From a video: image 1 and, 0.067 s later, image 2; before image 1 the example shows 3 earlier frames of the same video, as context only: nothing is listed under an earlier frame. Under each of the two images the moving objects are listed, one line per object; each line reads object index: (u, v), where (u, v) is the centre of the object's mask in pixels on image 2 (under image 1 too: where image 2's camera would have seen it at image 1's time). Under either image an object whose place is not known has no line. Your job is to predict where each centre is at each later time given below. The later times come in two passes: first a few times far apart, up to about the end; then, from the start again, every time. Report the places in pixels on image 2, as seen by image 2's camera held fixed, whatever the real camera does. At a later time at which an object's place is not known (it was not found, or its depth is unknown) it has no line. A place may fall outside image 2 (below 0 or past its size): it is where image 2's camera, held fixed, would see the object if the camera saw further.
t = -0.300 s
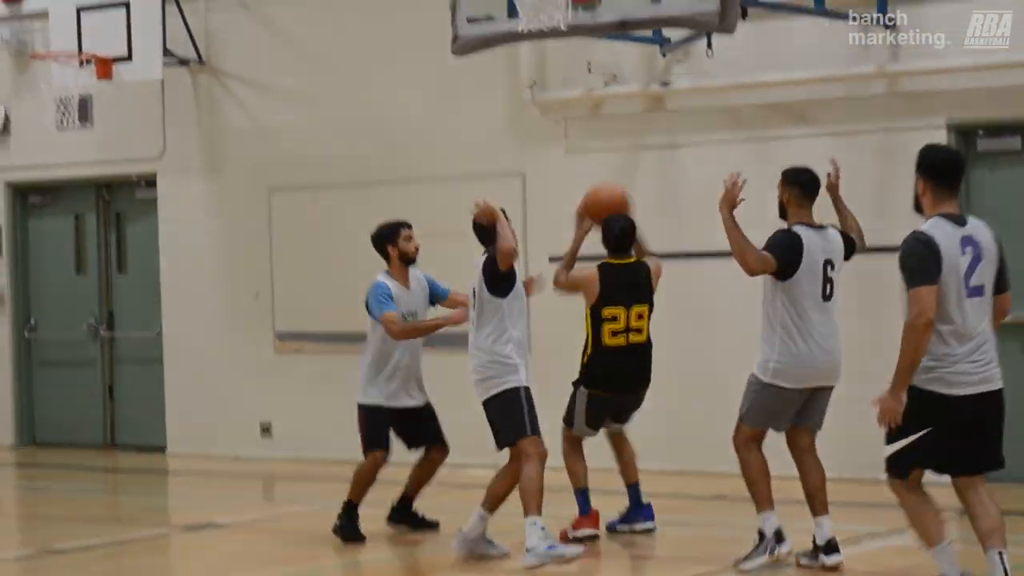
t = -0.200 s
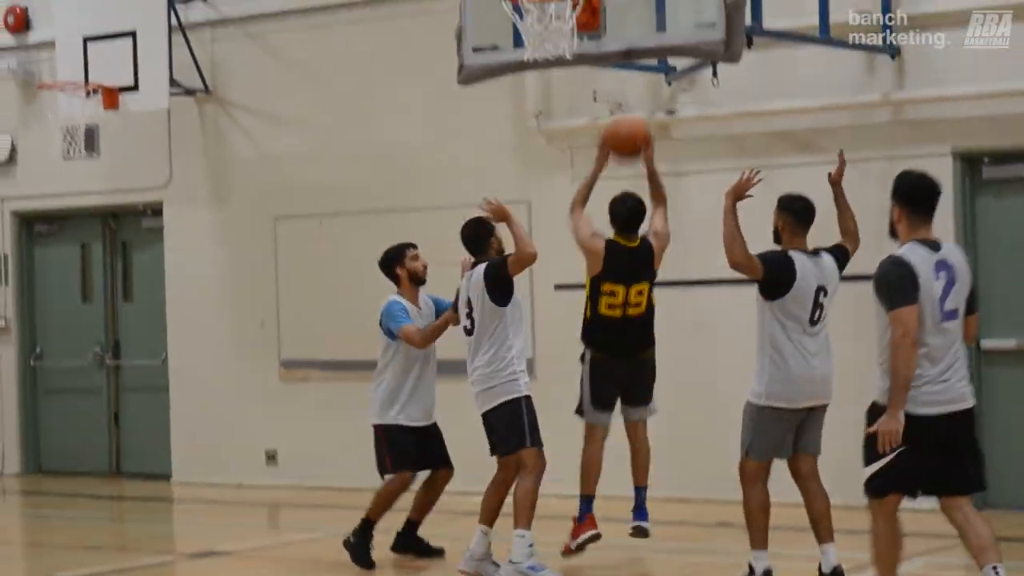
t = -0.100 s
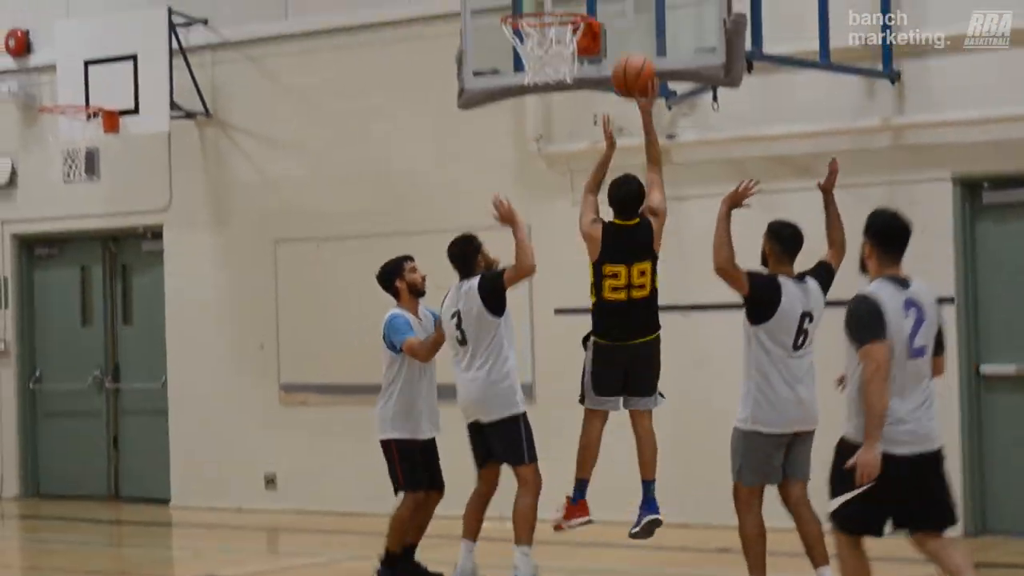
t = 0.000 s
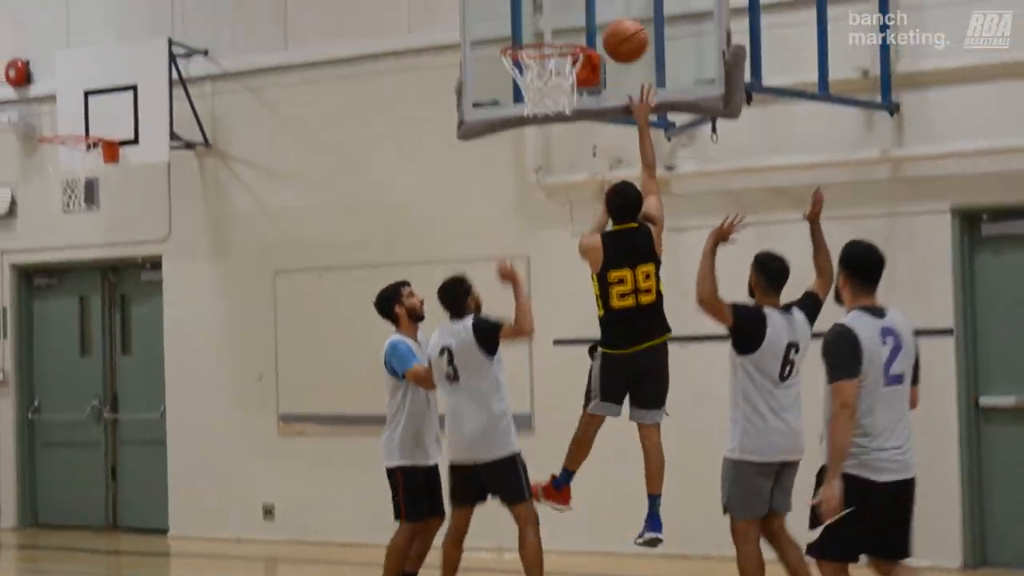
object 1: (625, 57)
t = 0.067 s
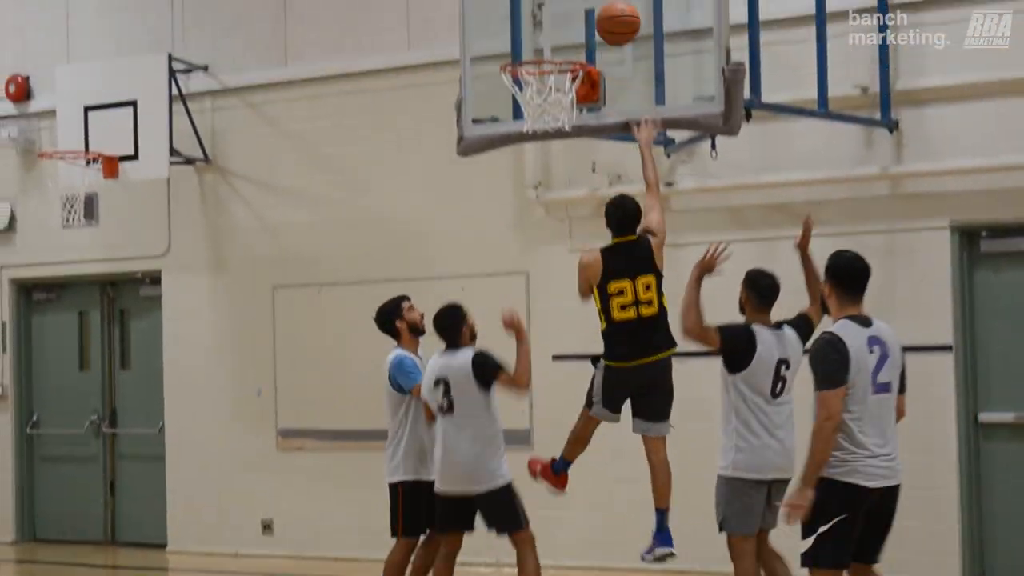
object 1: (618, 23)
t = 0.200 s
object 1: (606, -10)
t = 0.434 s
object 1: (583, -15)
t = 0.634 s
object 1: (549, 40)
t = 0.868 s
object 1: (525, 149)
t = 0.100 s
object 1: (615, 11)
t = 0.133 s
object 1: (611, 2)
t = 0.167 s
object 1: (609, -5)
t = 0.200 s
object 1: (606, -10)
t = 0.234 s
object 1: (602, -14)
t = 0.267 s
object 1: (600, -18)
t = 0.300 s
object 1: (596, -19)
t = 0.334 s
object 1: (594, -20)
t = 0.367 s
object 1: (591, -19)
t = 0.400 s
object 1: (588, -17)
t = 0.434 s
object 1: (583, -15)
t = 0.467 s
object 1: (577, -12)
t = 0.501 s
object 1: (572, -8)
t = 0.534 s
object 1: (566, 1)
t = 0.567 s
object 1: (560, 12)
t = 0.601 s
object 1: (555, 26)
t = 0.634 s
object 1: (549, 40)
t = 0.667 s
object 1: (542, 52)
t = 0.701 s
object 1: (539, 78)
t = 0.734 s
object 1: (532, 95)
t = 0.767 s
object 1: (529, 110)
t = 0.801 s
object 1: (528, 121)
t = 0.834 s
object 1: (526, 134)
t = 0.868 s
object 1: (525, 149)
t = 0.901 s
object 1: (523, 166)
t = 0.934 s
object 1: (522, 184)
